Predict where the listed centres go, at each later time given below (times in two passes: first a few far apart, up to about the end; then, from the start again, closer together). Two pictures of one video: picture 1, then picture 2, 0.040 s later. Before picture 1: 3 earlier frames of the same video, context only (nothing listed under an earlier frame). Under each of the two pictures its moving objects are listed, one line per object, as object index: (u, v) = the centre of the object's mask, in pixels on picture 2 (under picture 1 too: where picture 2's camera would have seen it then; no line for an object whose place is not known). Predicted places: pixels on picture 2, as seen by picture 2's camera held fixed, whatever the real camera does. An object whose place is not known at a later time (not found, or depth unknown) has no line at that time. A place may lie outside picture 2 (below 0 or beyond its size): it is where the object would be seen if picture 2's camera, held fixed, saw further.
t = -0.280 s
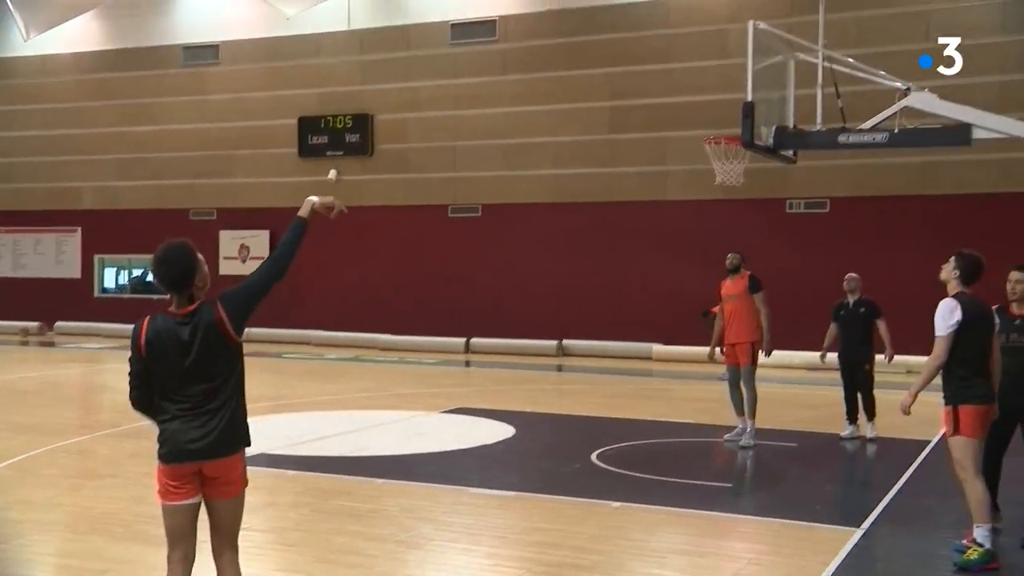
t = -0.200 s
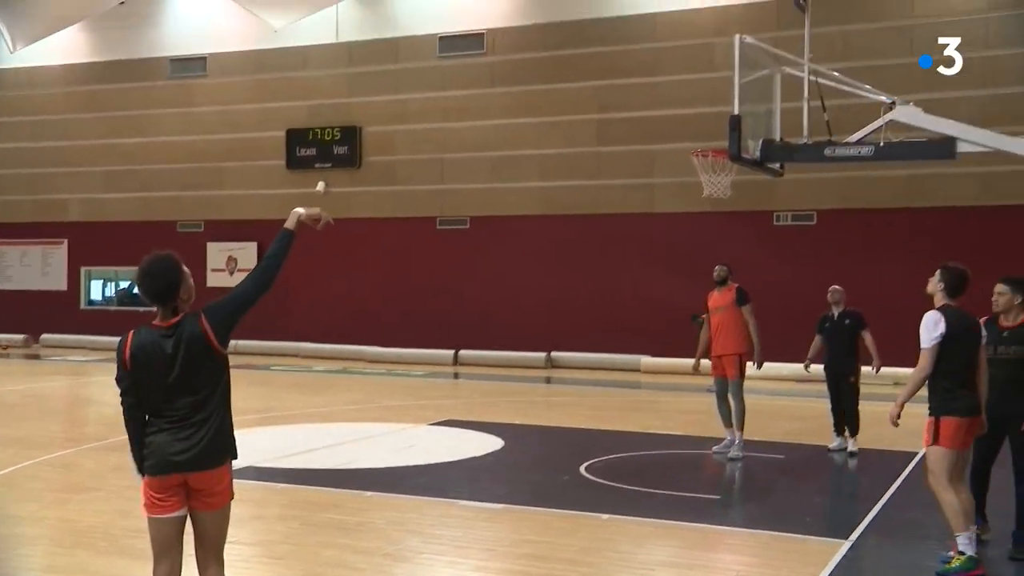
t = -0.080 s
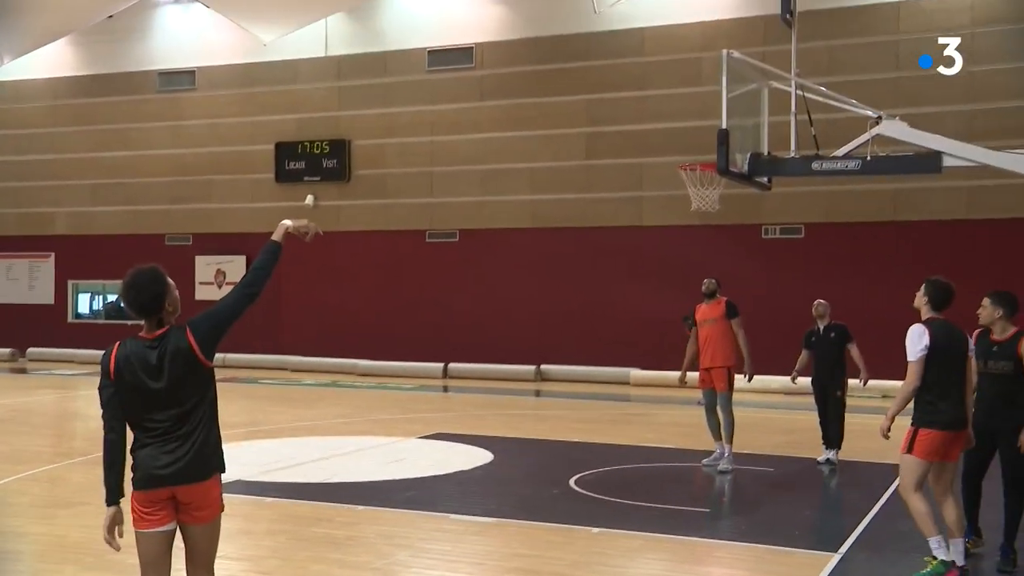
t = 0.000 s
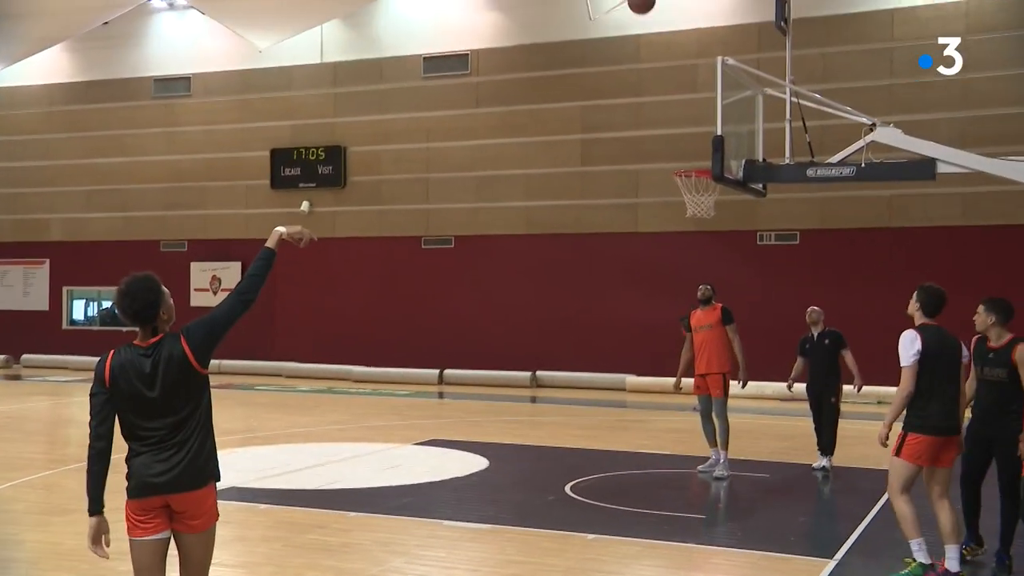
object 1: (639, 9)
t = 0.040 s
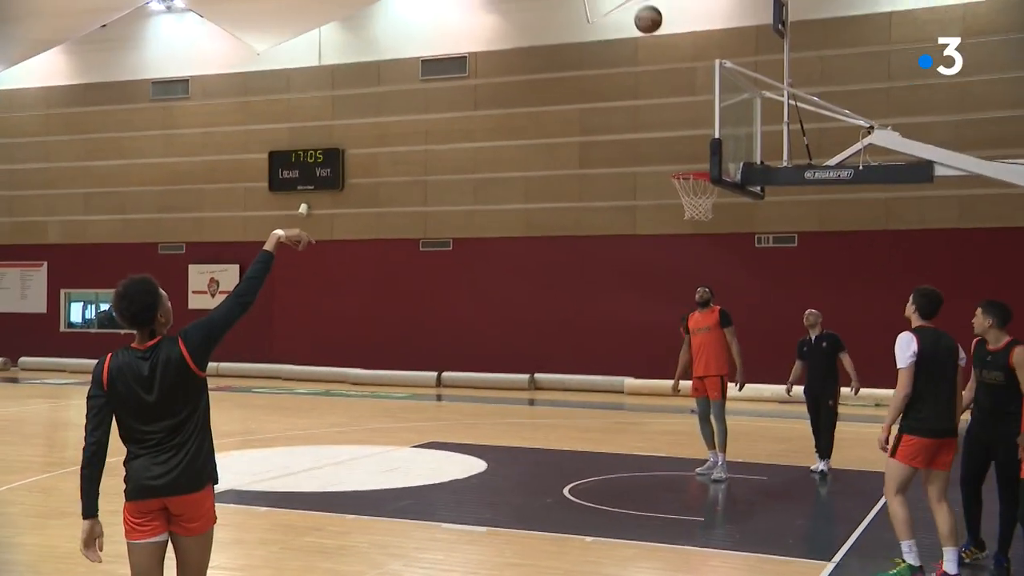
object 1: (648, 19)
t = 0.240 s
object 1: (687, 120)
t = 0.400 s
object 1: (688, 197)
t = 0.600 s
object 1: (684, 196)
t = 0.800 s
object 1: (703, 219)
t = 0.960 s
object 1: (714, 257)
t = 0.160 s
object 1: (672, 78)
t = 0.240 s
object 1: (687, 120)
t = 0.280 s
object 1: (695, 143)
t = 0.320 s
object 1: (700, 164)
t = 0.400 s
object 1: (688, 197)
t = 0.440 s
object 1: (681, 193)
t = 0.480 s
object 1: (678, 187)
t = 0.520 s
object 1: (679, 188)
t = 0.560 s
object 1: (681, 192)
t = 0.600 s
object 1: (684, 196)
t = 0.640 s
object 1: (689, 200)
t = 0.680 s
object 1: (692, 203)
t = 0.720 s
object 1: (695, 207)
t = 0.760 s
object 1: (699, 212)
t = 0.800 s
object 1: (703, 219)
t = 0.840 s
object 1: (706, 227)
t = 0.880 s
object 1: (707, 234)
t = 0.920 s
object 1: (711, 245)
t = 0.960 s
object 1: (714, 257)
